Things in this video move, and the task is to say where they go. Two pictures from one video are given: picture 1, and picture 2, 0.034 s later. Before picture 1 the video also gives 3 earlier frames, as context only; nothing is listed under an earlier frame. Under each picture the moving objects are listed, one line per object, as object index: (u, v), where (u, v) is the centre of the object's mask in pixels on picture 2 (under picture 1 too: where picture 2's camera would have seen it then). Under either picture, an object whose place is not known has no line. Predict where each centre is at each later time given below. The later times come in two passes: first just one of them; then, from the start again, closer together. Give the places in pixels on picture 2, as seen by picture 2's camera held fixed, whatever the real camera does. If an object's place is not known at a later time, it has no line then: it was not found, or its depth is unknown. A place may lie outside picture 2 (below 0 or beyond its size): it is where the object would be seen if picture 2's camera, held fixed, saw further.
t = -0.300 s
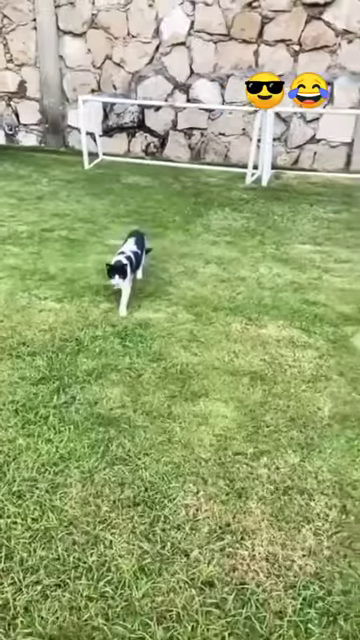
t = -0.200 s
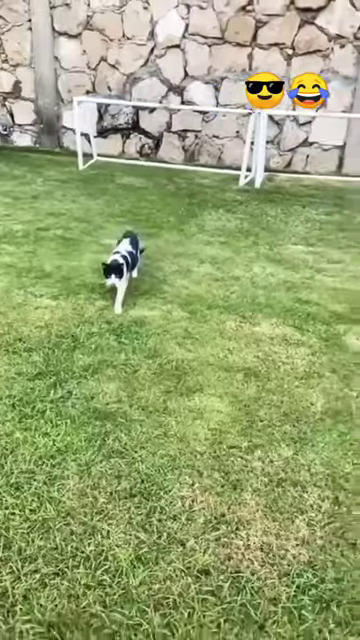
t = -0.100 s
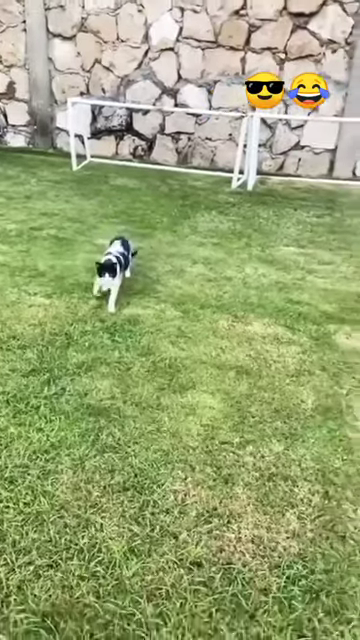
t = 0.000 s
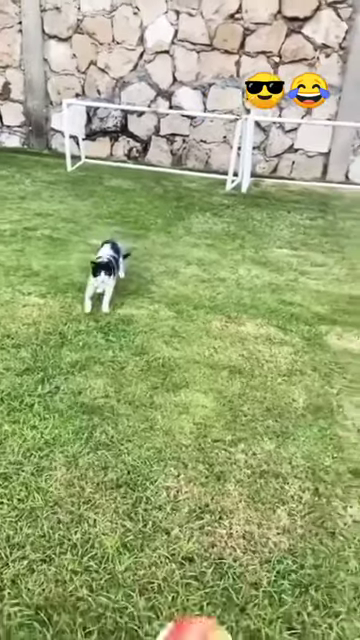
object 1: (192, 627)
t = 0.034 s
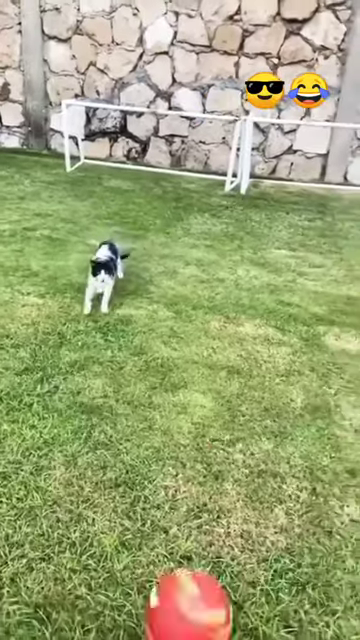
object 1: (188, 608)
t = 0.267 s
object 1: (186, 438)
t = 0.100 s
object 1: (185, 548)
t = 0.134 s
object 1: (186, 517)
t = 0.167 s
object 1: (185, 494)
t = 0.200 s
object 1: (186, 473)
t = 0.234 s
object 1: (185, 455)
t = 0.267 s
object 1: (186, 438)
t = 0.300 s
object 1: (184, 427)
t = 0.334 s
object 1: (185, 410)
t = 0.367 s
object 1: (185, 394)
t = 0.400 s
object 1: (185, 385)
